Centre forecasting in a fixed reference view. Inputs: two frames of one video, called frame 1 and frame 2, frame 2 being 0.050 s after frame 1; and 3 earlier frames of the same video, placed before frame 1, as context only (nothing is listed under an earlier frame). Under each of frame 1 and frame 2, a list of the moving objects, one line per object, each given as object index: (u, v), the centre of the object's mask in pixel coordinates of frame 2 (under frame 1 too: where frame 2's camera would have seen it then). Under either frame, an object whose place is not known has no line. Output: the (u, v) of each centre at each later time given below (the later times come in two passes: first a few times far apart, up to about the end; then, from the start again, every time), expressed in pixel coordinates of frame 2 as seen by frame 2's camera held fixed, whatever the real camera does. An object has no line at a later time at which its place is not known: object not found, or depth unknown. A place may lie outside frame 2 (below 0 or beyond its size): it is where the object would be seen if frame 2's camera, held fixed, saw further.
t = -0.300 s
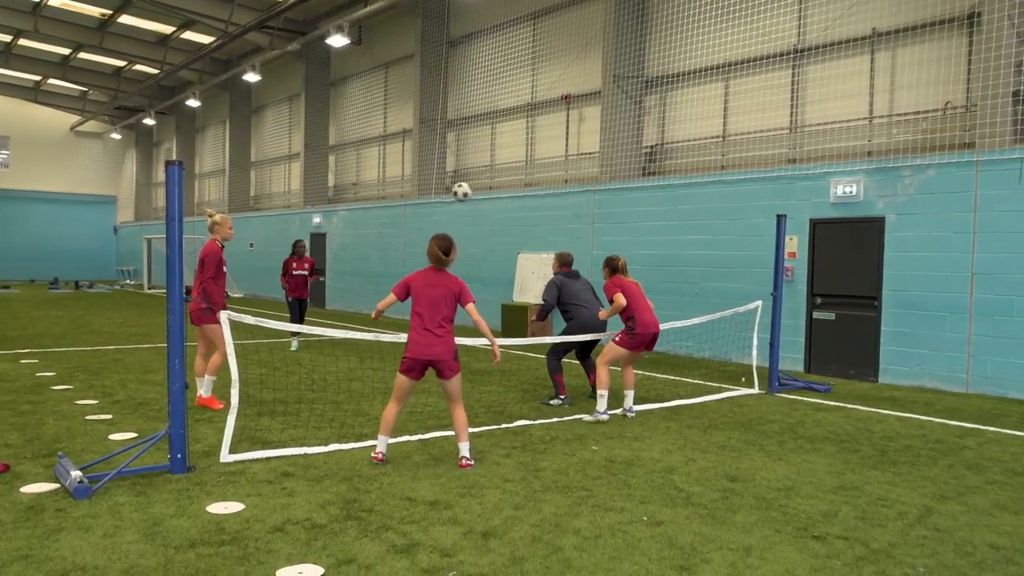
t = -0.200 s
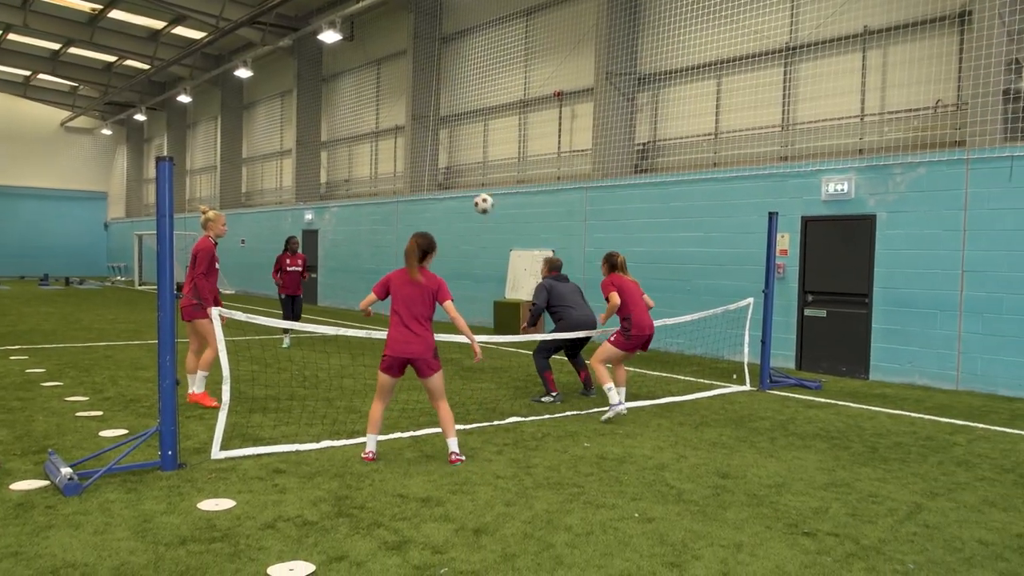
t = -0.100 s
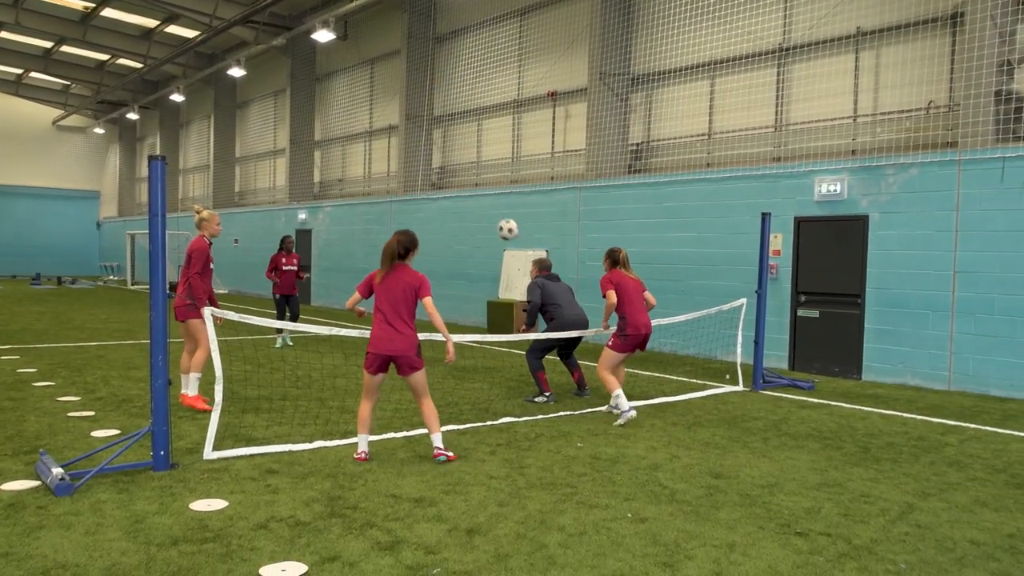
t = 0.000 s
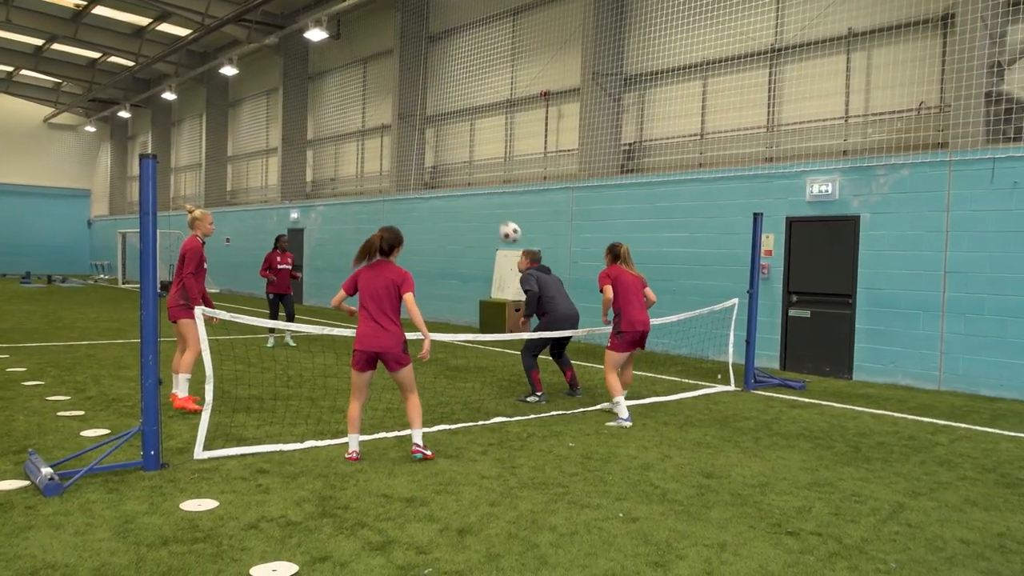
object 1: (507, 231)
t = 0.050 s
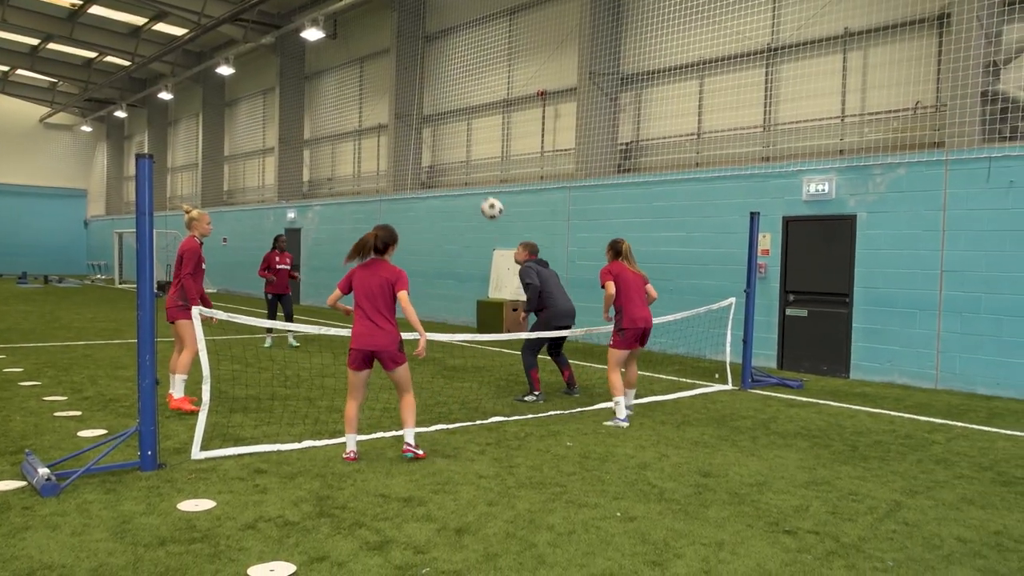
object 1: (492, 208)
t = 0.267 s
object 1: (421, 129)
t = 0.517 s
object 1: (333, 94)
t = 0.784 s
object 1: (246, 130)
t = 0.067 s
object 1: (486, 200)
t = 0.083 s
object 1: (480, 193)
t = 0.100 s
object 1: (476, 185)
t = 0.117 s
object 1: (470, 179)
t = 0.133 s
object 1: (465, 172)
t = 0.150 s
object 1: (460, 166)
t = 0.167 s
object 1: (454, 160)
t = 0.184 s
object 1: (448, 154)
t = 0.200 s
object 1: (443, 149)
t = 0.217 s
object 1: (437, 143)
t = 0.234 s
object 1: (432, 139)
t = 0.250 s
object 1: (427, 134)
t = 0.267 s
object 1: (421, 129)
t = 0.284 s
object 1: (415, 125)
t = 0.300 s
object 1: (410, 121)
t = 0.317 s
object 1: (404, 117)
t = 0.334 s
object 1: (399, 114)
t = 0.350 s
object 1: (393, 110)
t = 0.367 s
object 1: (387, 108)
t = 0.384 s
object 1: (381, 105)
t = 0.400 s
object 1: (376, 103)
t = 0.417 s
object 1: (370, 100)
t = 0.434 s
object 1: (364, 98)
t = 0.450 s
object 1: (357, 96)
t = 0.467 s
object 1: (351, 95)
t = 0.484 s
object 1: (345, 94)
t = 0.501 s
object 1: (339, 94)
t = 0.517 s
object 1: (333, 94)
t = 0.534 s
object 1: (328, 95)
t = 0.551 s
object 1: (322, 95)
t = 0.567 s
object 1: (316, 96)
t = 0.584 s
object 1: (311, 97)
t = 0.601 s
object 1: (306, 98)
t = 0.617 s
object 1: (300, 99)
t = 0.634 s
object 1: (295, 101)
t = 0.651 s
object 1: (290, 103)
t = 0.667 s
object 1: (284, 105)
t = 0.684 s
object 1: (278, 108)
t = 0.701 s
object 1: (273, 111)
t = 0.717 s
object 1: (267, 114)
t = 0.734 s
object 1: (262, 118)
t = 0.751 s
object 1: (257, 122)
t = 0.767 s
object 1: (251, 126)
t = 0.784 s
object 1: (246, 130)
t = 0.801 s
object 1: (240, 135)
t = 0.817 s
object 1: (235, 140)
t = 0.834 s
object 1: (229, 145)
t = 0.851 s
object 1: (224, 150)
